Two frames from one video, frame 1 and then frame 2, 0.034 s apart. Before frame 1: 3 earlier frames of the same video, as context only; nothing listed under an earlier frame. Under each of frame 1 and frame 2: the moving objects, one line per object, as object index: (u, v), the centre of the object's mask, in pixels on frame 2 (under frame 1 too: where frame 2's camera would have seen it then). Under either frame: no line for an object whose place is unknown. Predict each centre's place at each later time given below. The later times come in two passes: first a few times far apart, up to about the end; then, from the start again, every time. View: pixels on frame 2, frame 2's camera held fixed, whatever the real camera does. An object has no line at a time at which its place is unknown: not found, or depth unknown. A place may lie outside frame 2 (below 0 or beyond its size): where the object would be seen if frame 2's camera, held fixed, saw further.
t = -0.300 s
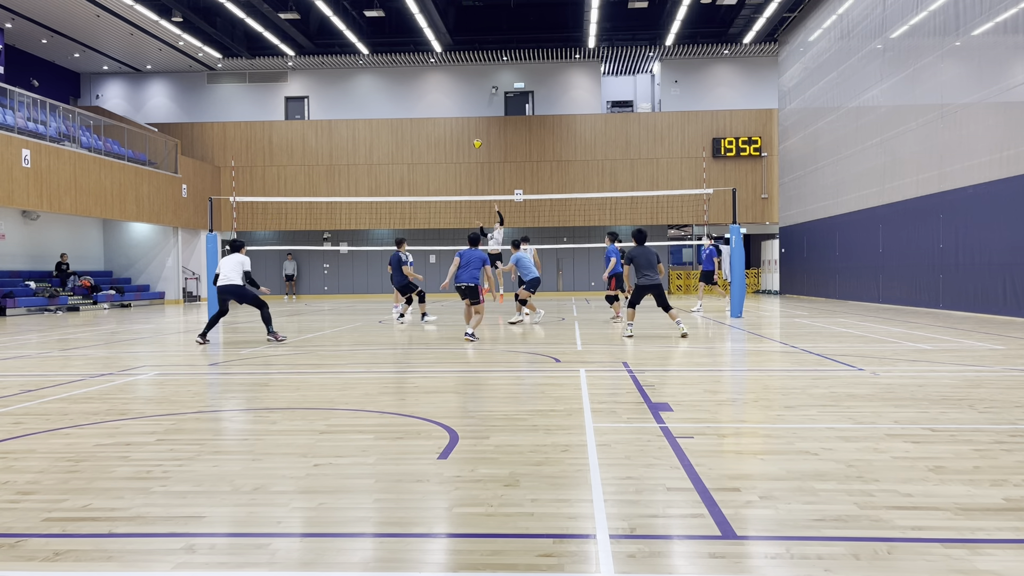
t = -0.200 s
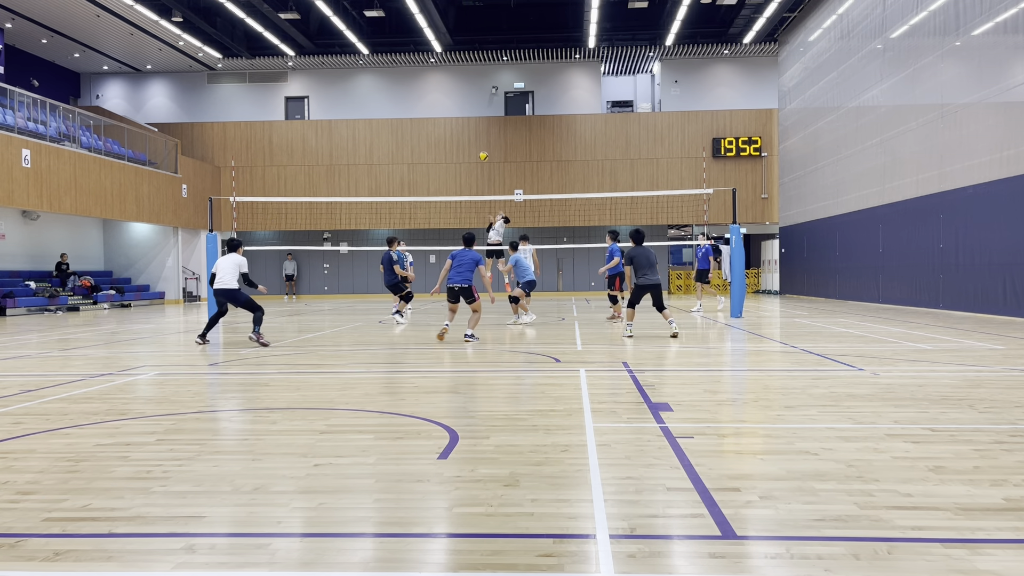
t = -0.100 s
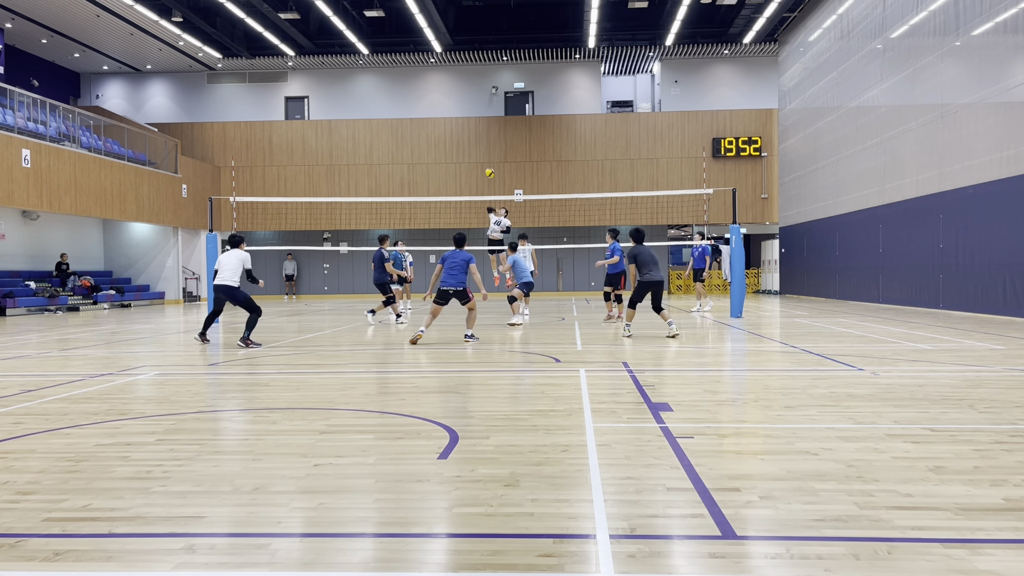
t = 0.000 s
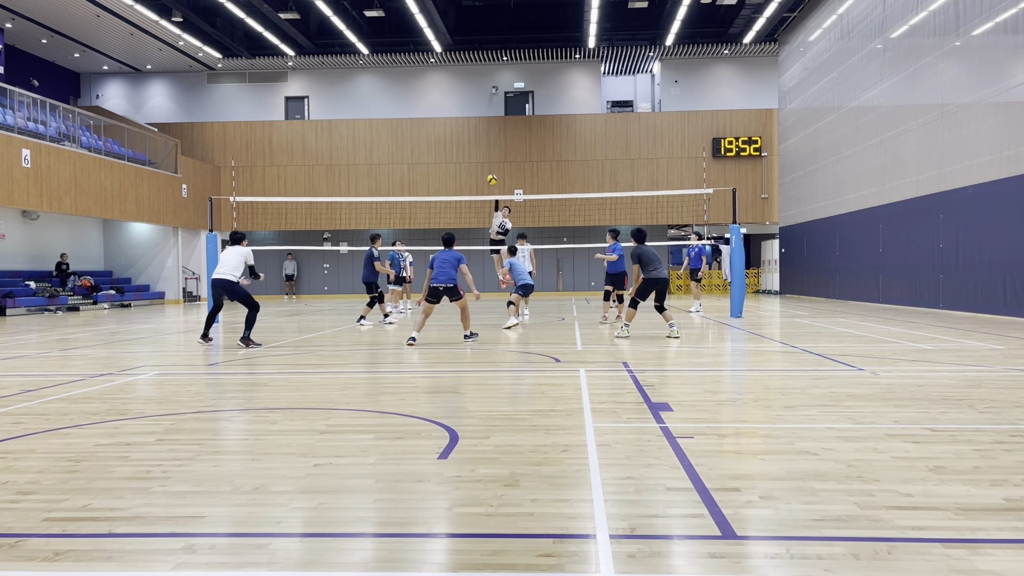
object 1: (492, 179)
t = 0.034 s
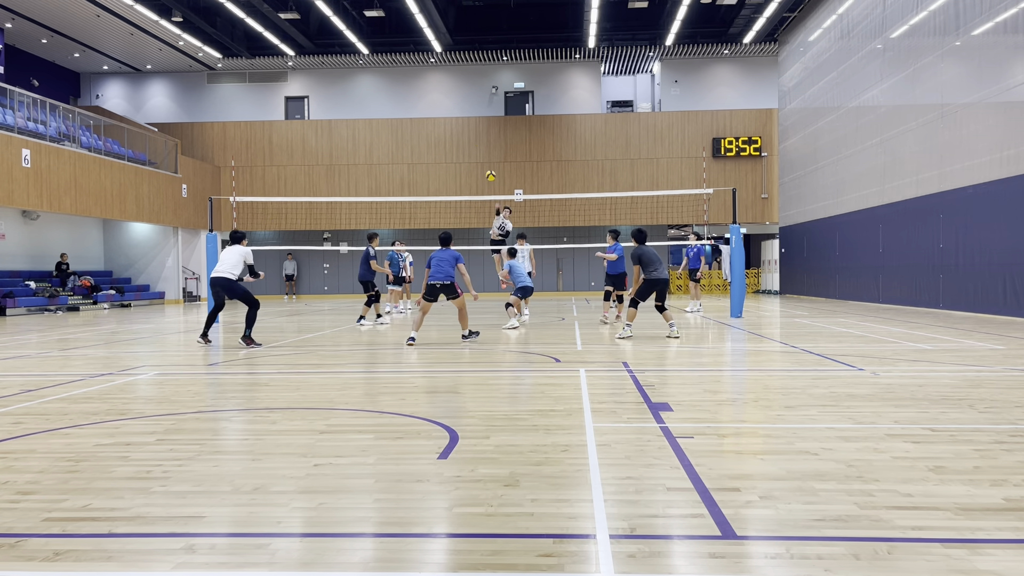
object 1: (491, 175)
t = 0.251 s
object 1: (477, 156)
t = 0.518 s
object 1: (449, 155)
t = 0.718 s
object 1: (422, 210)
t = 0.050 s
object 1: (490, 174)
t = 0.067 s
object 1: (489, 172)
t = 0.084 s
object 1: (488, 170)
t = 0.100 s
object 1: (488, 168)
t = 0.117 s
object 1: (487, 167)
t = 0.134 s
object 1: (486, 165)
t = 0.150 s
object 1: (484, 164)
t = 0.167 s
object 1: (483, 162)
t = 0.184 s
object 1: (482, 161)
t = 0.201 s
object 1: (481, 160)
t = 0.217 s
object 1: (480, 158)
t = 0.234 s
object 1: (478, 157)
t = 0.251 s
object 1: (477, 156)
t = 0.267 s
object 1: (475, 155)
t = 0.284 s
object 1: (474, 154)
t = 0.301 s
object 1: (472, 153)
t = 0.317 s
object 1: (470, 152)
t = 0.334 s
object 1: (469, 152)
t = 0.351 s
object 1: (467, 151)
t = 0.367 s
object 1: (466, 150)
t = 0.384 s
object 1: (464, 150)
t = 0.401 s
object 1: (462, 150)
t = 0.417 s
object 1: (461, 150)
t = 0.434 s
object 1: (459, 150)
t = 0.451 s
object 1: (457, 150)
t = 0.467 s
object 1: (455, 151)
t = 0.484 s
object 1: (454, 152)
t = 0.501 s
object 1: (452, 154)
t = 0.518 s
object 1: (449, 155)
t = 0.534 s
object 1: (447, 157)
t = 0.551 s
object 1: (445, 160)
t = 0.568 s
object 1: (443, 162)
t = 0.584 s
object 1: (441, 165)
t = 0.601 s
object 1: (439, 169)
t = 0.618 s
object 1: (437, 173)
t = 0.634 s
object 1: (435, 177)
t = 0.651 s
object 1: (432, 183)
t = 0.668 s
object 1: (430, 188)
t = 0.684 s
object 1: (427, 194)
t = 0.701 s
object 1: (425, 202)
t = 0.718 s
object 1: (422, 210)
